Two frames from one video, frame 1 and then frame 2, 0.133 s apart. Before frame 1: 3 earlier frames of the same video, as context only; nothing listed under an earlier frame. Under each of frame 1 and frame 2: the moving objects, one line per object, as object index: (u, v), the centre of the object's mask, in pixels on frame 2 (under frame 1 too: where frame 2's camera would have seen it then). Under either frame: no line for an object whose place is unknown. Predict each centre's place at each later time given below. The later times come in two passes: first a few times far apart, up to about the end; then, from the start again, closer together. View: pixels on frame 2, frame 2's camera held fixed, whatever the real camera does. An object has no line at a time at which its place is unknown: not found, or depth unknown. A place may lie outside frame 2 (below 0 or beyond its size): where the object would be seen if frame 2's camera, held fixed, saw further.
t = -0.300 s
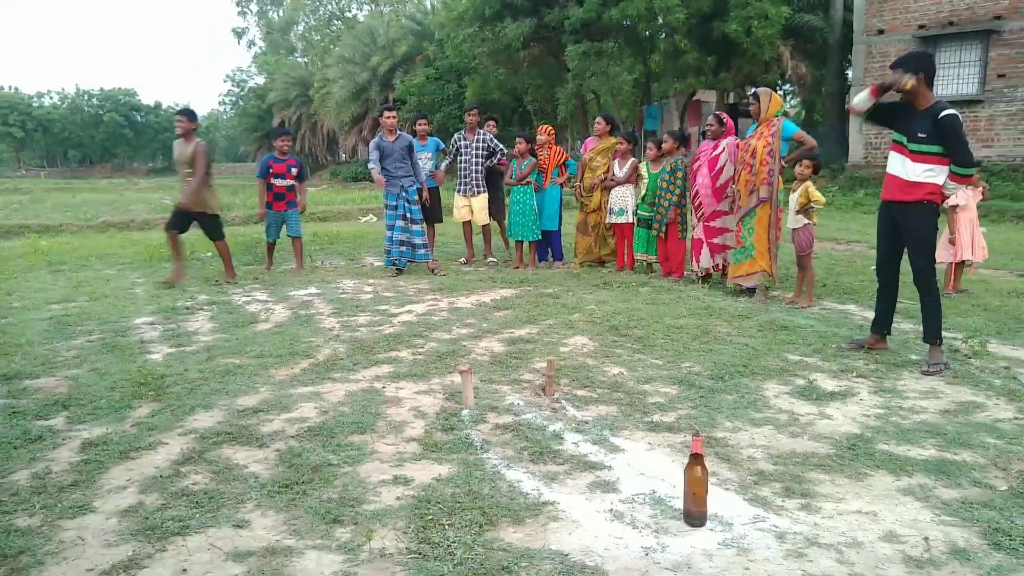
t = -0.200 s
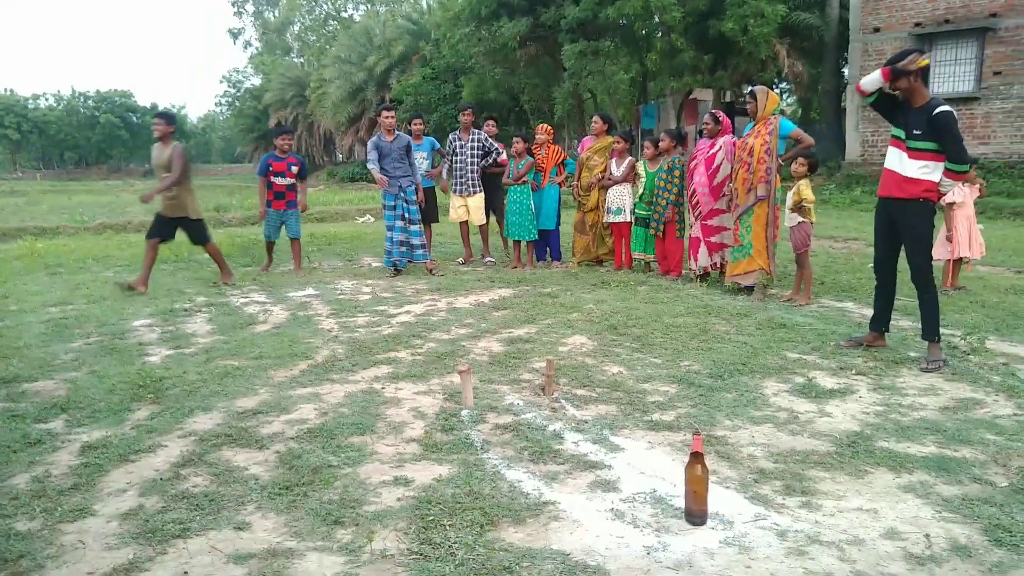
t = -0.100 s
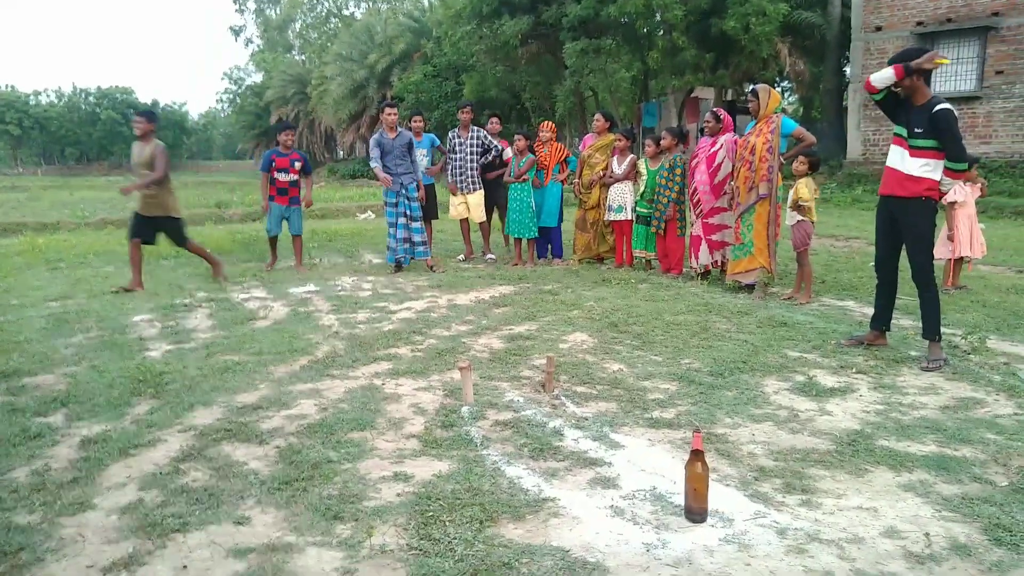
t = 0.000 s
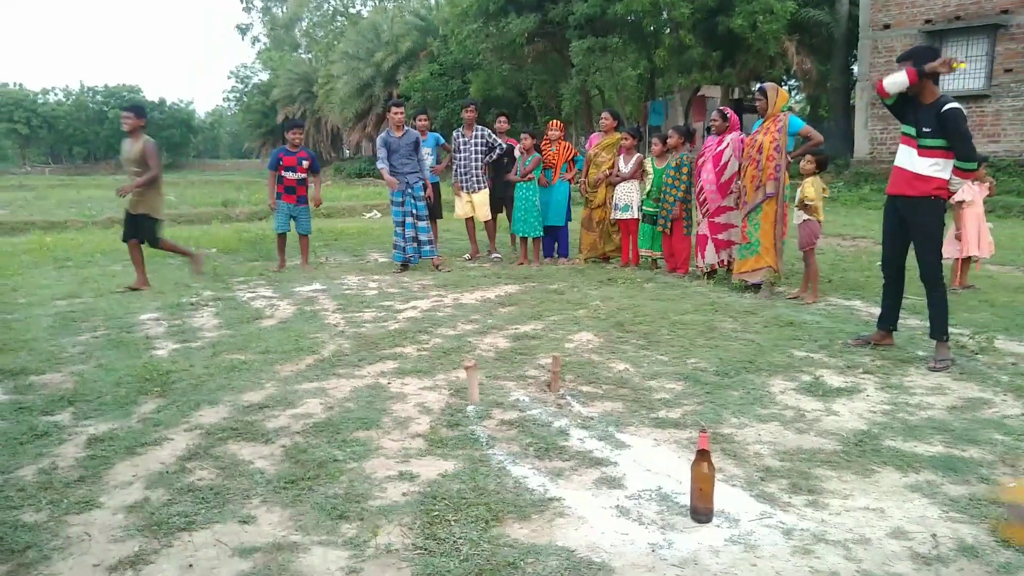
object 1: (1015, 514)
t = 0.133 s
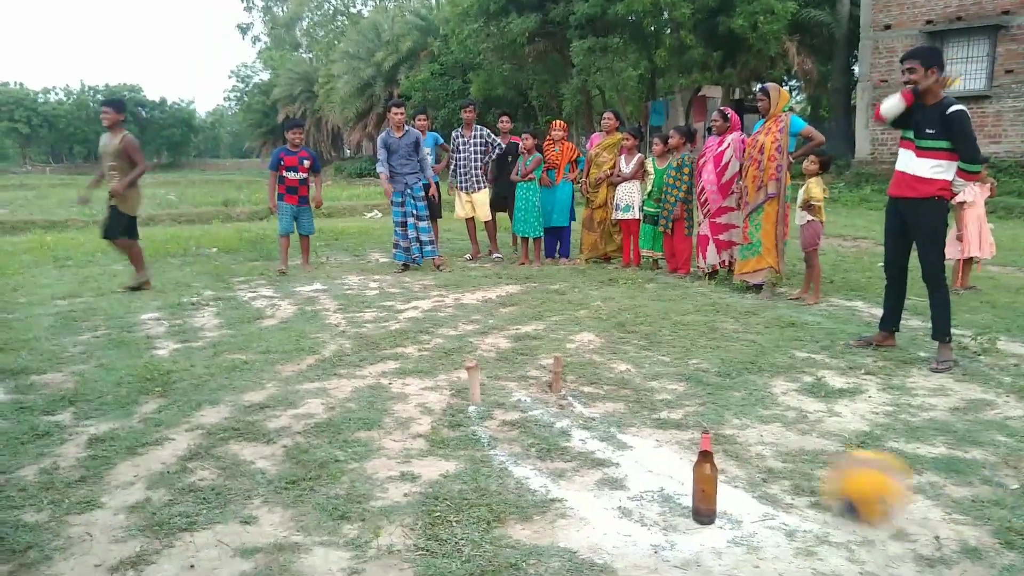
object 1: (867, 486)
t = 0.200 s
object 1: (803, 446)
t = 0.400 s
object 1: (658, 401)
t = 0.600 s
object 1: (573, 355)
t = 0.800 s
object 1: (525, 332)
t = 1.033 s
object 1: (487, 311)
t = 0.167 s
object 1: (830, 465)
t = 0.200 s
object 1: (803, 446)
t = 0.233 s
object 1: (772, 429)
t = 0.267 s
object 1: (745, 416)
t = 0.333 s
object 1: (700, 403)
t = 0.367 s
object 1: (678, 402)
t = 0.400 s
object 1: (658, 401)
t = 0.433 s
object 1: (640, 390)
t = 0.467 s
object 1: (622, 382)
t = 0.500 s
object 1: (606, 376)
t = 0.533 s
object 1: (589, 368)
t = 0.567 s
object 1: (579, 362)
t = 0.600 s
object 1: (573, 355)
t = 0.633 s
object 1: (565, 352)
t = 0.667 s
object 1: (556, 346)
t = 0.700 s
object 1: (548, 340)
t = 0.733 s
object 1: (540, 336)
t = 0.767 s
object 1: (532, 333)
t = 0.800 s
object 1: (525, 332)
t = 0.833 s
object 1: (518, 328)
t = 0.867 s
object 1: (512, 321)
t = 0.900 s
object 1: (507, 317)
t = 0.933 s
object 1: (502, 315)
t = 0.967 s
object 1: (496, 314)
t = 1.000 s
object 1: (491, 314)
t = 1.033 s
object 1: (487, 311)
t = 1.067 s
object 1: (482, 305)
